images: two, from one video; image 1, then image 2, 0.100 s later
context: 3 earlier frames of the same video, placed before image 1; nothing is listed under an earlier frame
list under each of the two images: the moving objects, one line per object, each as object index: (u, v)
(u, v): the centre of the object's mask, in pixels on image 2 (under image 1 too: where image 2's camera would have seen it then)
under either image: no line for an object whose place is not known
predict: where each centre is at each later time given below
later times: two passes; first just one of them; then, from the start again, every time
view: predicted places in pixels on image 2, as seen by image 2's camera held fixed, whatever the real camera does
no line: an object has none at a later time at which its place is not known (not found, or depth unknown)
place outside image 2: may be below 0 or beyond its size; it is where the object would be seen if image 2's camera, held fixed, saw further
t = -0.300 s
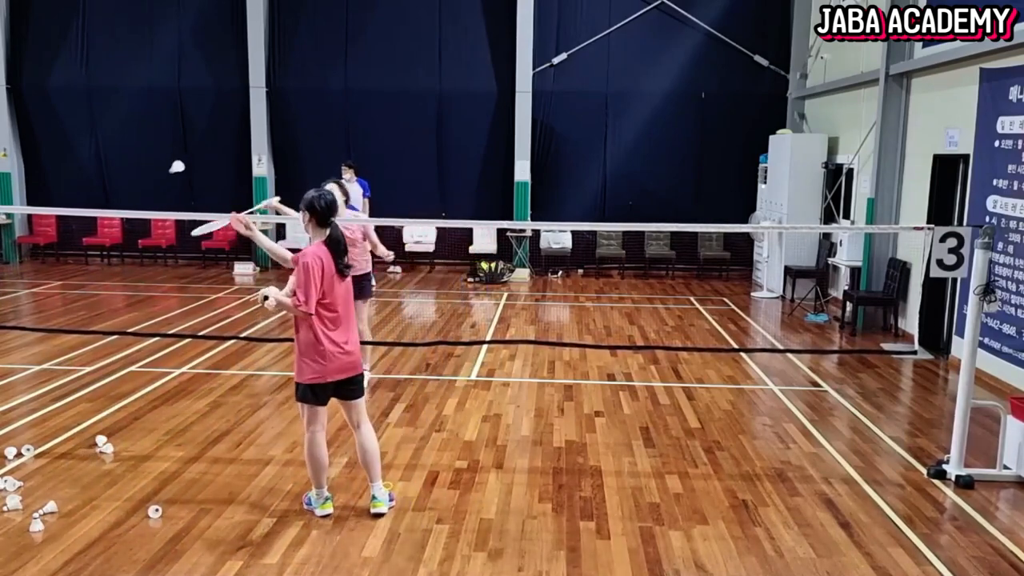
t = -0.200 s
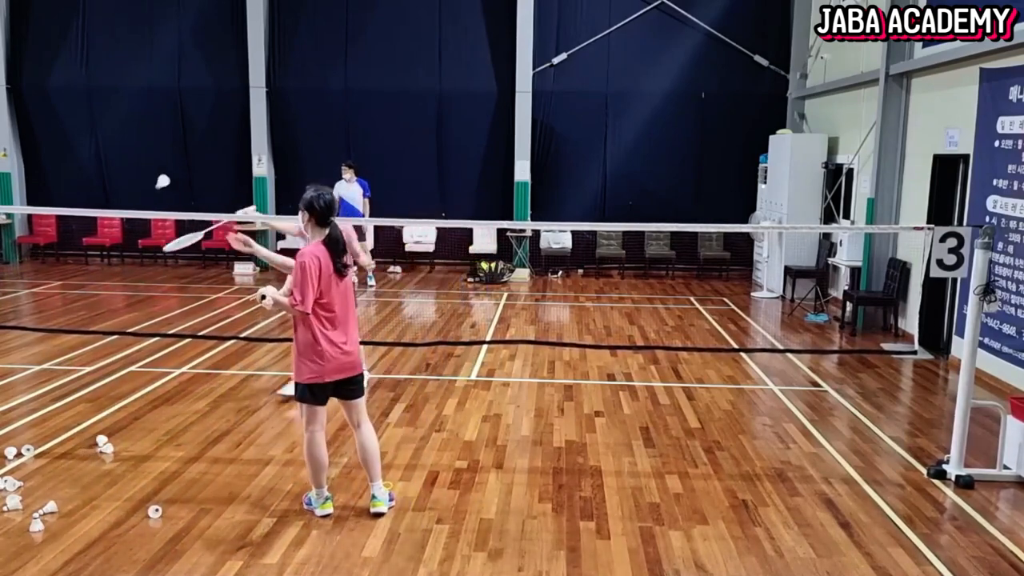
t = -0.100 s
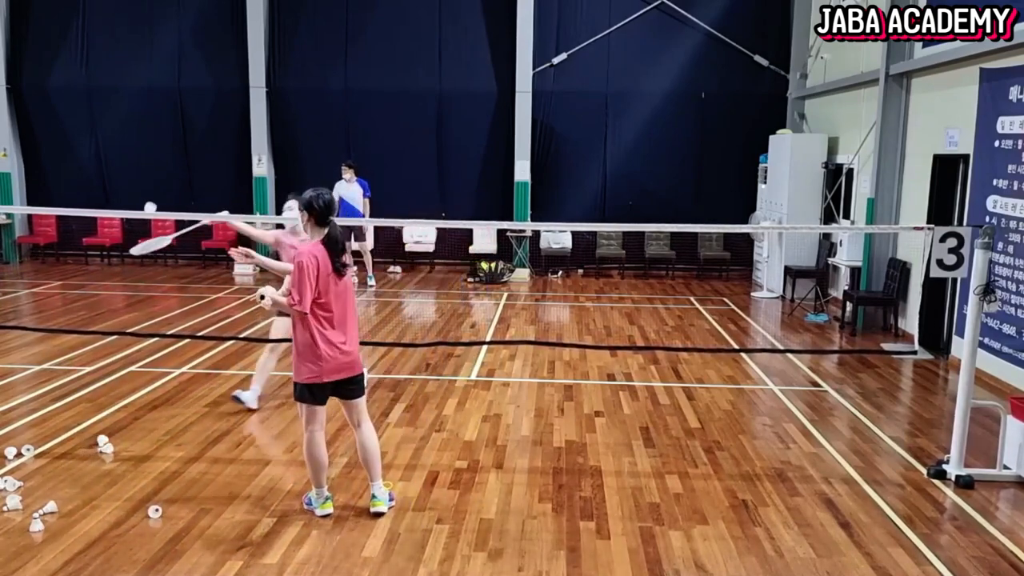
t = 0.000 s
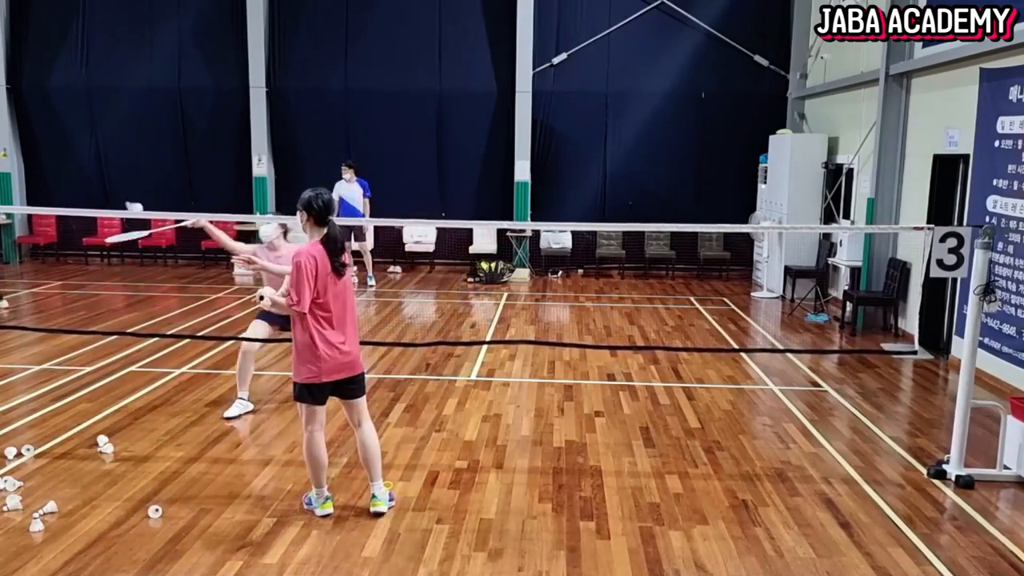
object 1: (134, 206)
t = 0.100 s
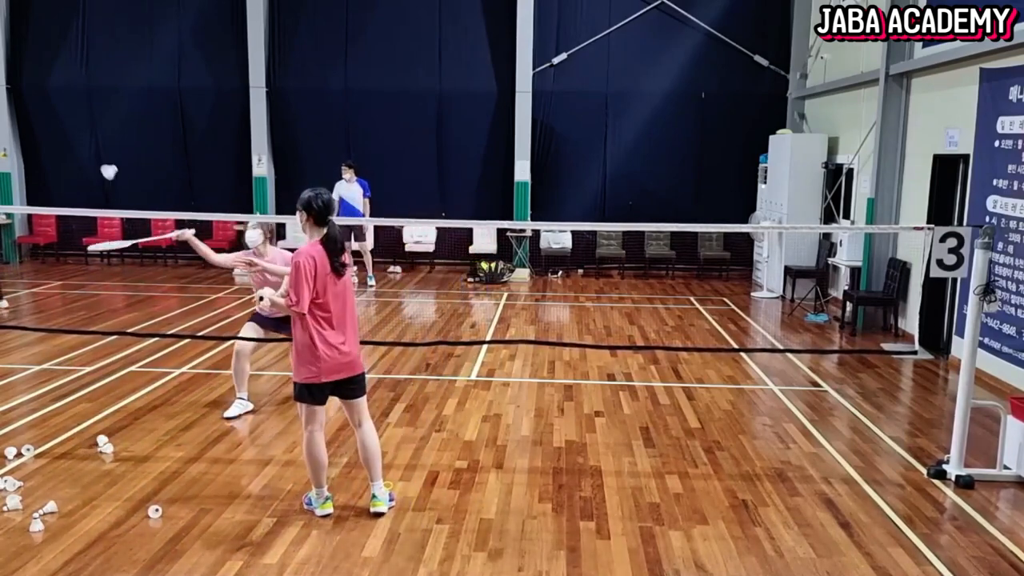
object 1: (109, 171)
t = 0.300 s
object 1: (84, 142)
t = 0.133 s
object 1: (102, 160)
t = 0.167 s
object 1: (99, 150)
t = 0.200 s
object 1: (97, 144)
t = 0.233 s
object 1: (93, 141)
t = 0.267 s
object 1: (89, 141)
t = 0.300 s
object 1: (84, 142)
